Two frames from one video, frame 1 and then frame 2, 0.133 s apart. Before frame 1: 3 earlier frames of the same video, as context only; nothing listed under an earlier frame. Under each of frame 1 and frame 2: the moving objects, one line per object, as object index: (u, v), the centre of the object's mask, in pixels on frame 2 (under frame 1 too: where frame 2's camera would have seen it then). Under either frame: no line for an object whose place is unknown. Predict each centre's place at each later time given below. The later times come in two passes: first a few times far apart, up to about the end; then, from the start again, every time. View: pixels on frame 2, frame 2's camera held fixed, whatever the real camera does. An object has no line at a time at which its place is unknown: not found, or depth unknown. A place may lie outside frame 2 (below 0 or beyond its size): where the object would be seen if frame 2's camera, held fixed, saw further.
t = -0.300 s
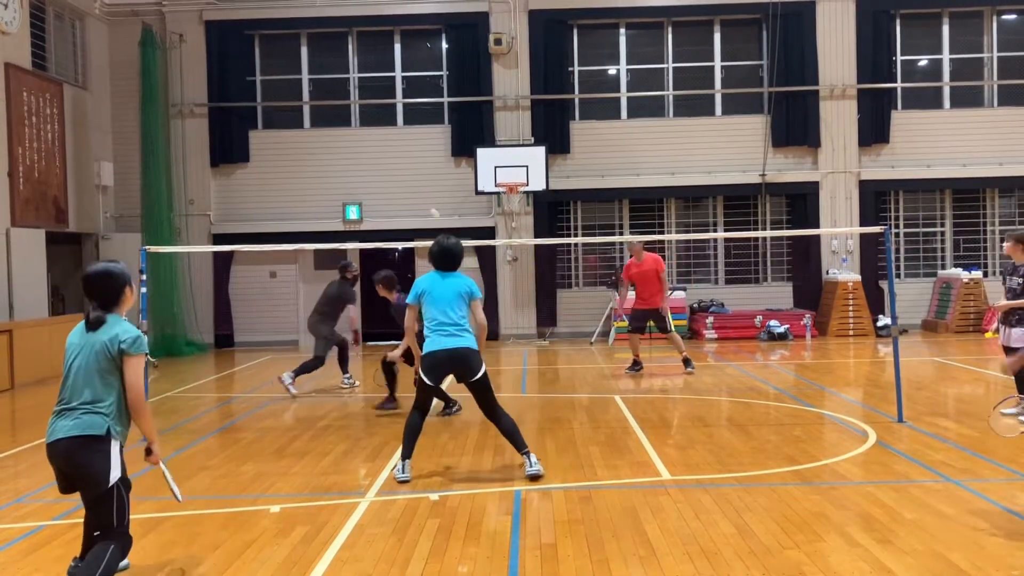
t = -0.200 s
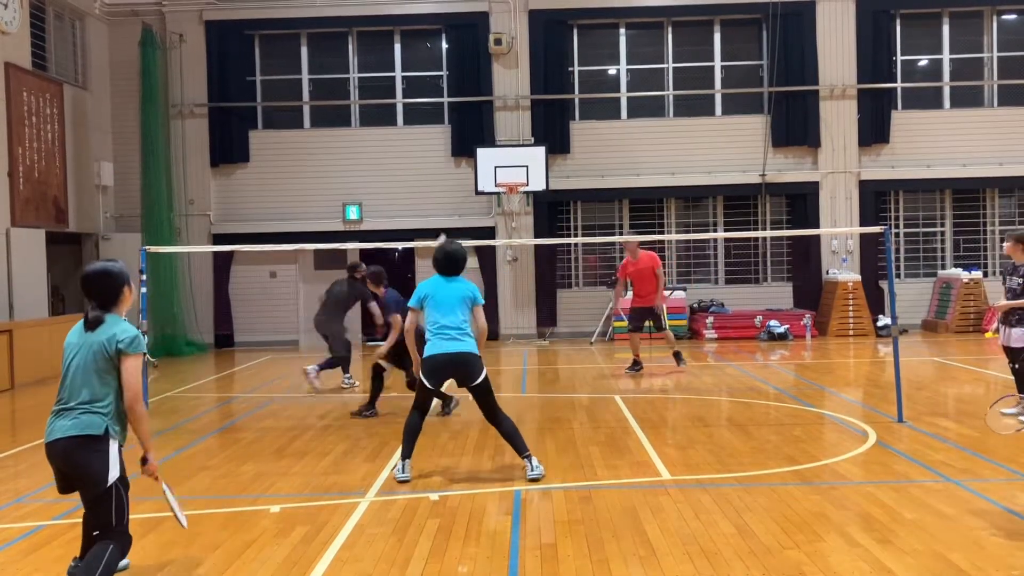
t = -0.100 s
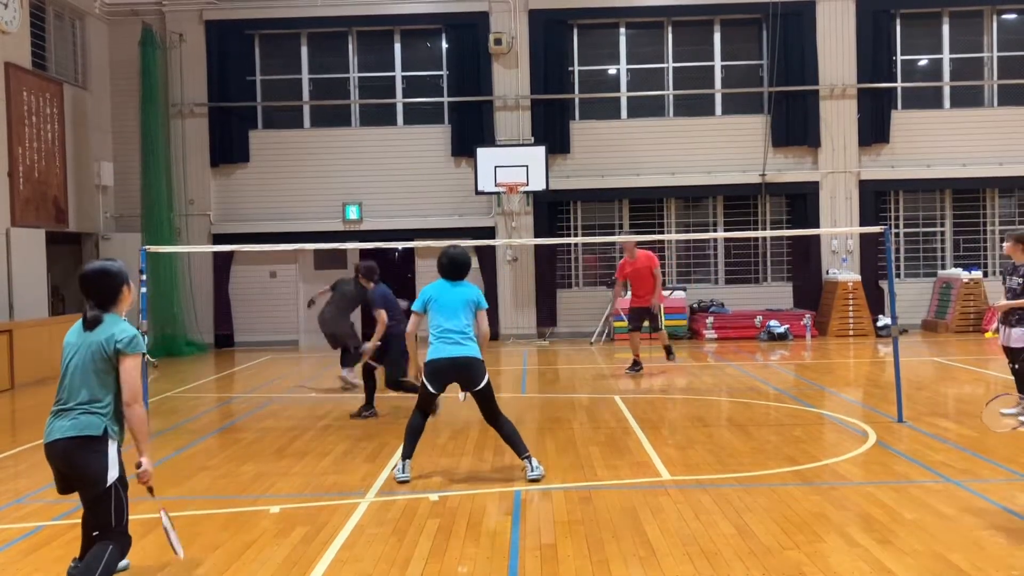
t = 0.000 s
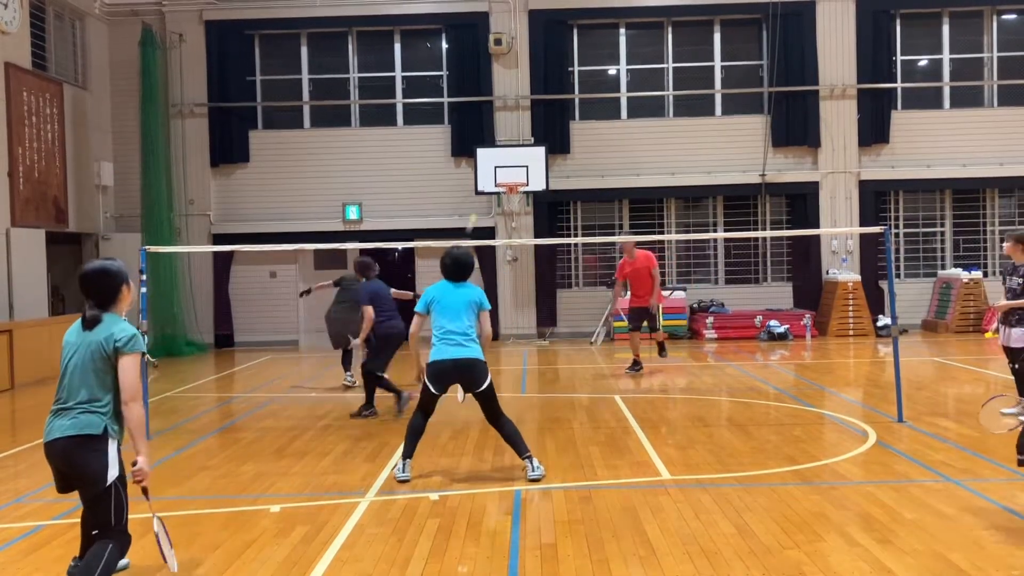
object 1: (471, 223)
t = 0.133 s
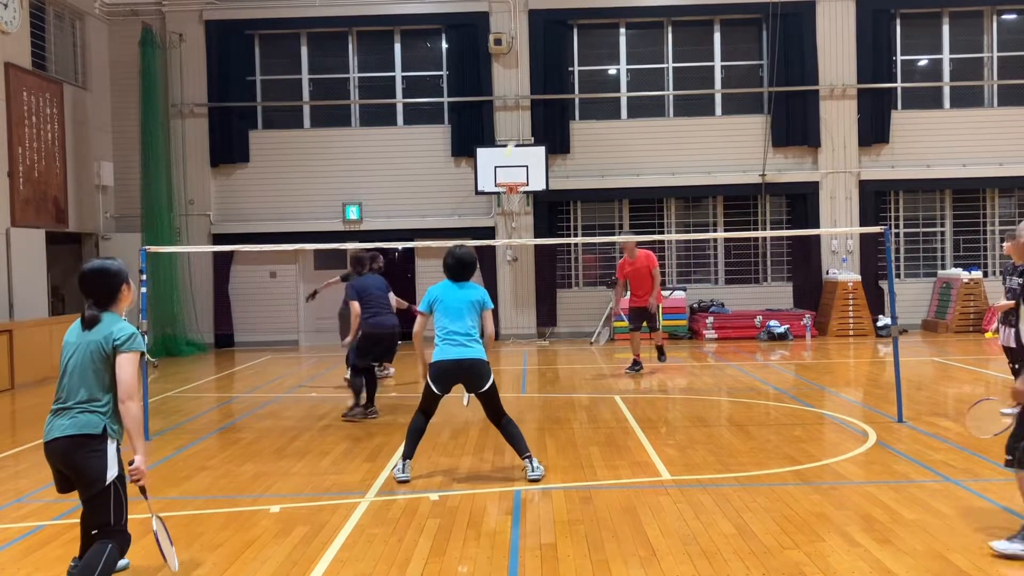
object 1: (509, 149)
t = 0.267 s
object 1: (544, 104)
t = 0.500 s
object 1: (609, 71)
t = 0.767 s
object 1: (687, 144)
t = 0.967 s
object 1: (749, 286)
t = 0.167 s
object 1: (518, 137)
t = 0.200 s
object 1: (527, 123)
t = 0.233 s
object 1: (536, 113)
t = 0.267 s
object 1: (544, 104)
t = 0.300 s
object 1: (554, 95)
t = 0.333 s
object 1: (563, 87)
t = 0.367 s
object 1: (571, 81)
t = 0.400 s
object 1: (581, 76)
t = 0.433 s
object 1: (590, 74)
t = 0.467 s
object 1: (598, 72)
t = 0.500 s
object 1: (609, 71)
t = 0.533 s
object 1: (619, 74)
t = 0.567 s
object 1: (628, 78)
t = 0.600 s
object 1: (636, 84)
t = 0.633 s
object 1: (646, 93)
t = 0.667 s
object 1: (656, 103)
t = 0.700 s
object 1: (666, 115)
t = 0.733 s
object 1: (677, 128)
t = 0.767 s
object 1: (687, 144)
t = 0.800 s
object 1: (696, 162)
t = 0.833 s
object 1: (709, 184)
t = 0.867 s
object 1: (720, 206)
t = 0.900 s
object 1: (729, 230)
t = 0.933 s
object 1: (740, 259)
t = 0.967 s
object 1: (749, 286)
